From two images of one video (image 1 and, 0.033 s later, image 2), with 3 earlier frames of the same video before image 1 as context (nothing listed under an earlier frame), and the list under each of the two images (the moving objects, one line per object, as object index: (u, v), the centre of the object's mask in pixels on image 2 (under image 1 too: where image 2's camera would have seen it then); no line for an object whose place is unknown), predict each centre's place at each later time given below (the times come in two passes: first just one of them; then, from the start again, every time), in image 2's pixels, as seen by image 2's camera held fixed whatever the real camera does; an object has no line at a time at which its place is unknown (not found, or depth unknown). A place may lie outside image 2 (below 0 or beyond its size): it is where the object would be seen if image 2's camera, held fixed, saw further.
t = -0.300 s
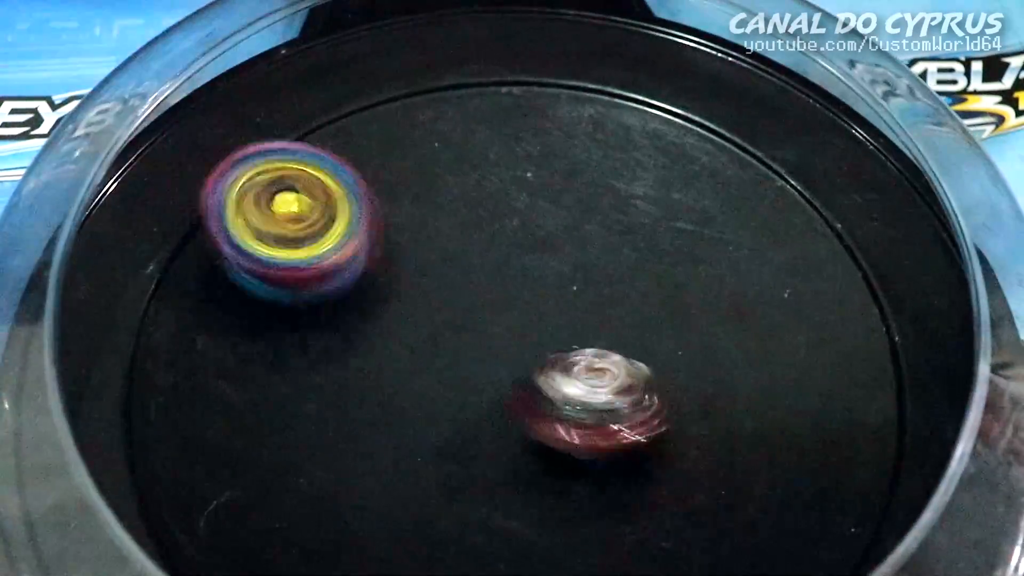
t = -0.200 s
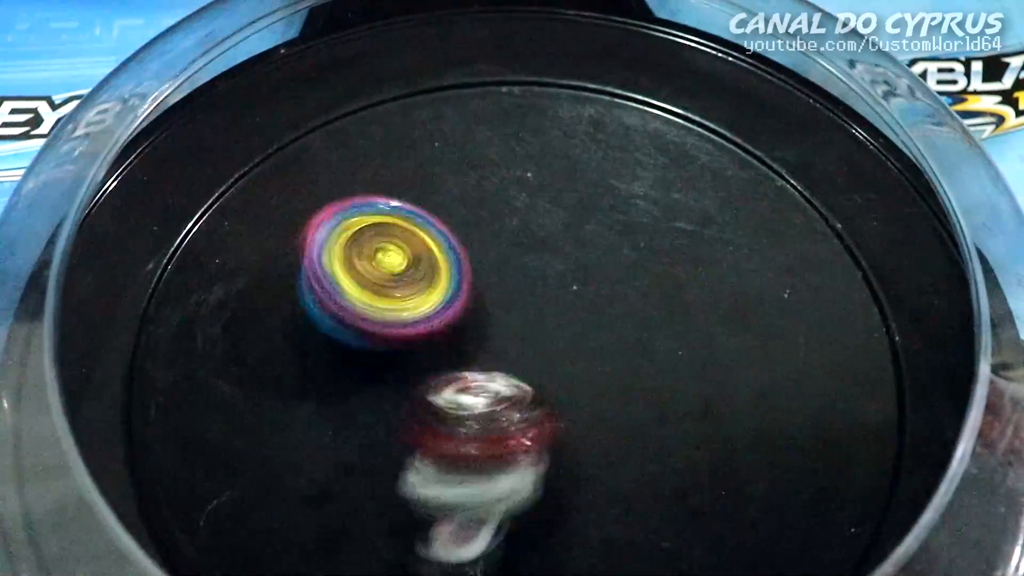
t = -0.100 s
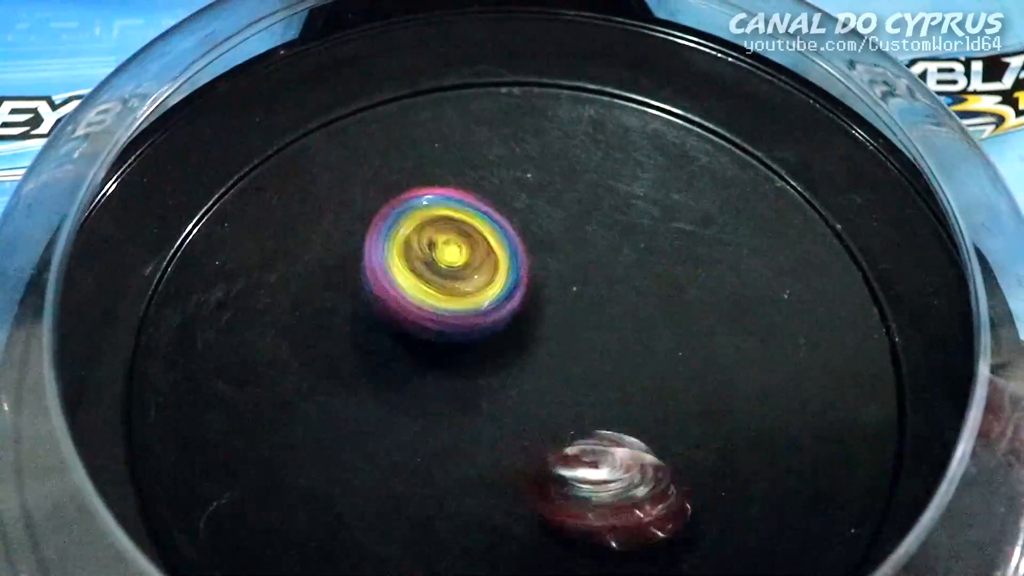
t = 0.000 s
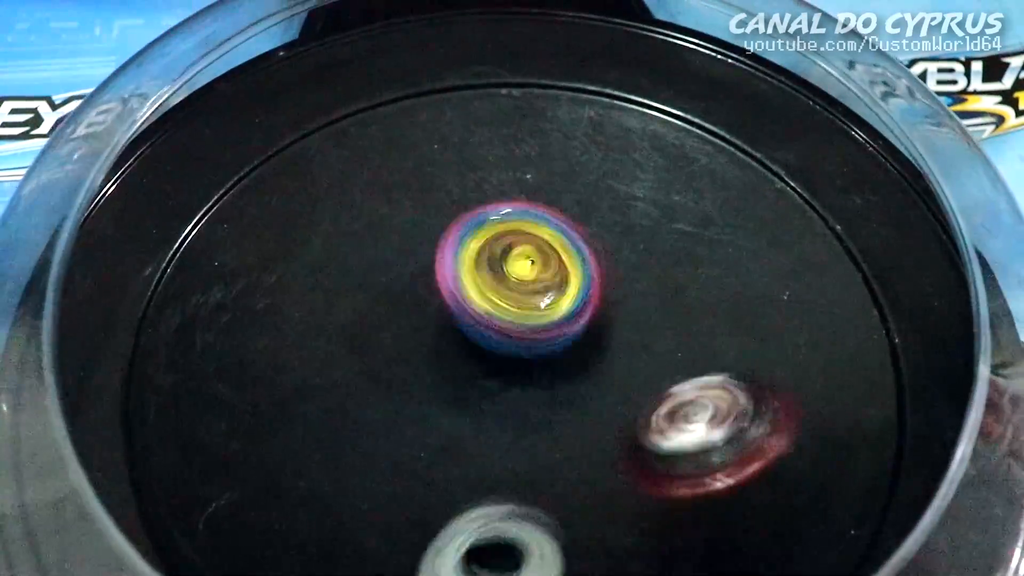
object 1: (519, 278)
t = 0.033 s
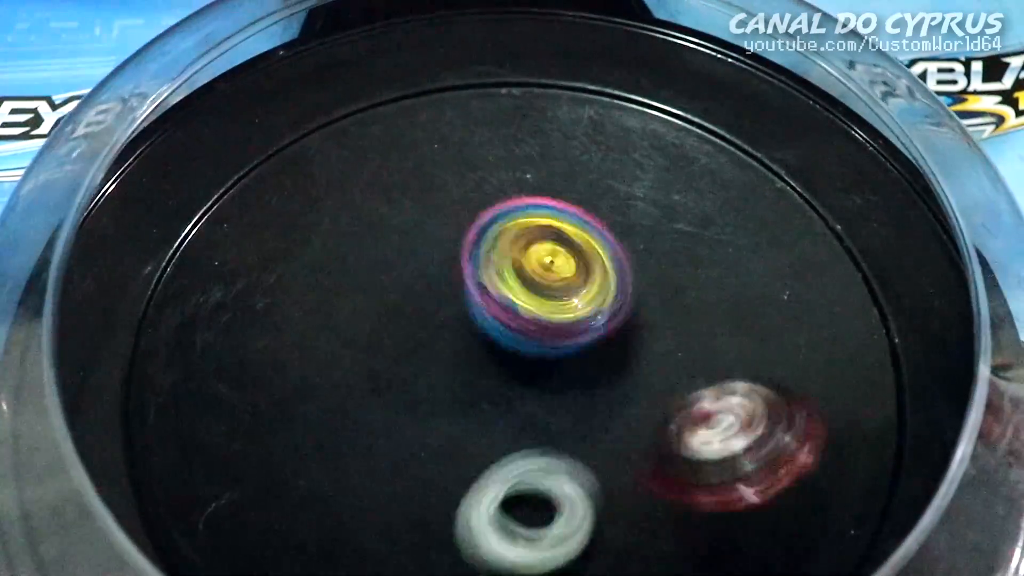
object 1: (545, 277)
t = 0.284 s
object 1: (851, 134)
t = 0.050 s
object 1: (557, 285)
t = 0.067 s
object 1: (570, 293)
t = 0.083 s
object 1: (581, 296)
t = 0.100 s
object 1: (593, 294)
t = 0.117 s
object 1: (617, 271)
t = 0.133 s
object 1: (654, 241)
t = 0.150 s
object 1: (679, 220)
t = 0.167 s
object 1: (709, 208)
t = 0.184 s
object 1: (733, 194)
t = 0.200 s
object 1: (762, 188)
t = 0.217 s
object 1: (791, 187)
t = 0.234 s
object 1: (809, 186)
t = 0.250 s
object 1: (823, 163)
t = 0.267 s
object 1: (835, 146)
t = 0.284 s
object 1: (851, 134)
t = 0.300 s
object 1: (836, 145)
